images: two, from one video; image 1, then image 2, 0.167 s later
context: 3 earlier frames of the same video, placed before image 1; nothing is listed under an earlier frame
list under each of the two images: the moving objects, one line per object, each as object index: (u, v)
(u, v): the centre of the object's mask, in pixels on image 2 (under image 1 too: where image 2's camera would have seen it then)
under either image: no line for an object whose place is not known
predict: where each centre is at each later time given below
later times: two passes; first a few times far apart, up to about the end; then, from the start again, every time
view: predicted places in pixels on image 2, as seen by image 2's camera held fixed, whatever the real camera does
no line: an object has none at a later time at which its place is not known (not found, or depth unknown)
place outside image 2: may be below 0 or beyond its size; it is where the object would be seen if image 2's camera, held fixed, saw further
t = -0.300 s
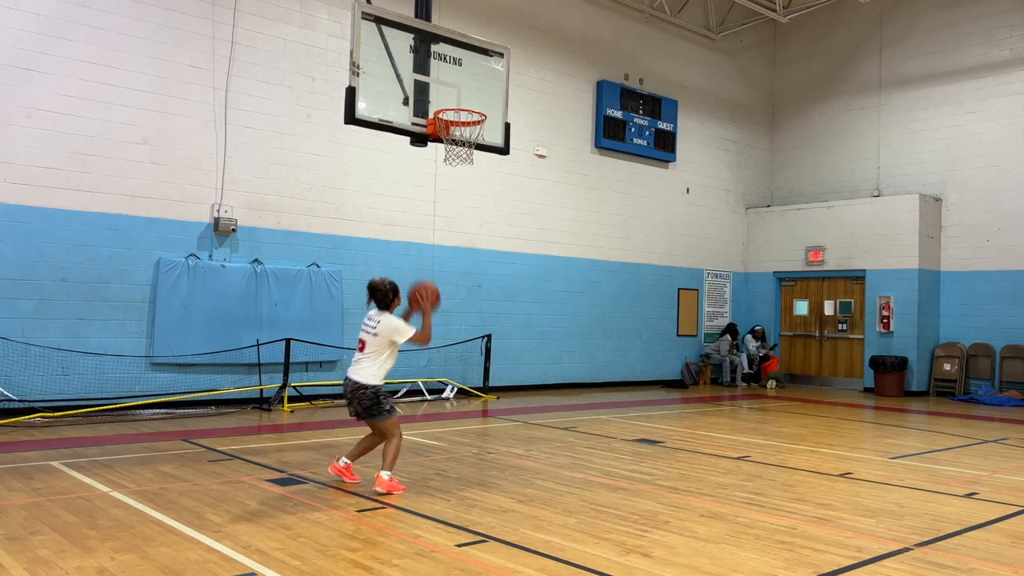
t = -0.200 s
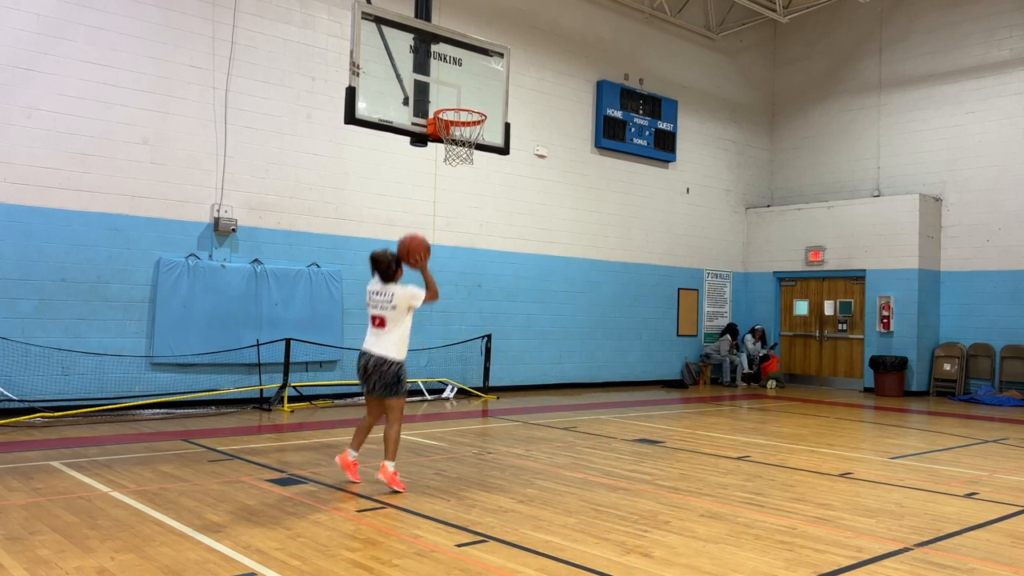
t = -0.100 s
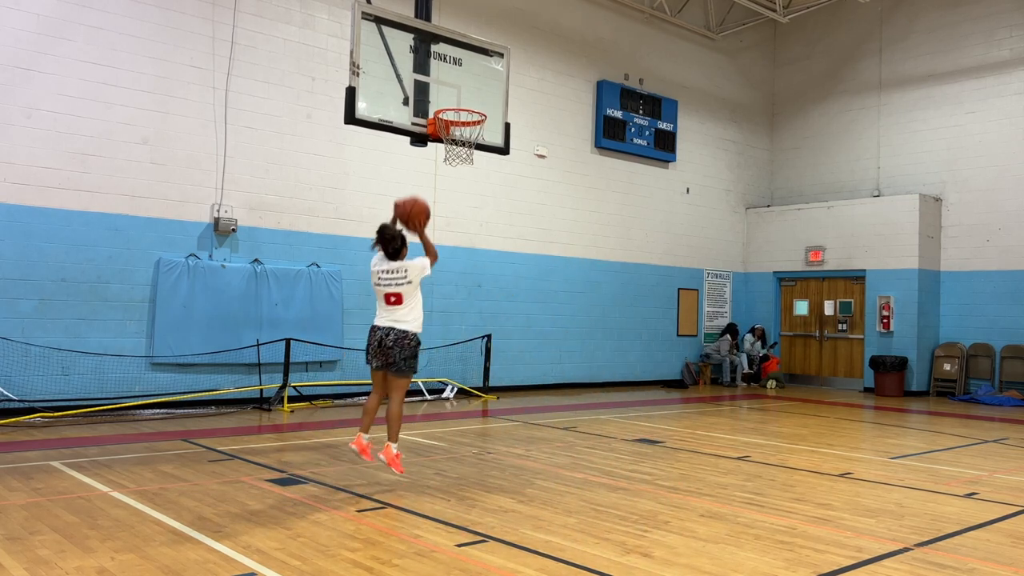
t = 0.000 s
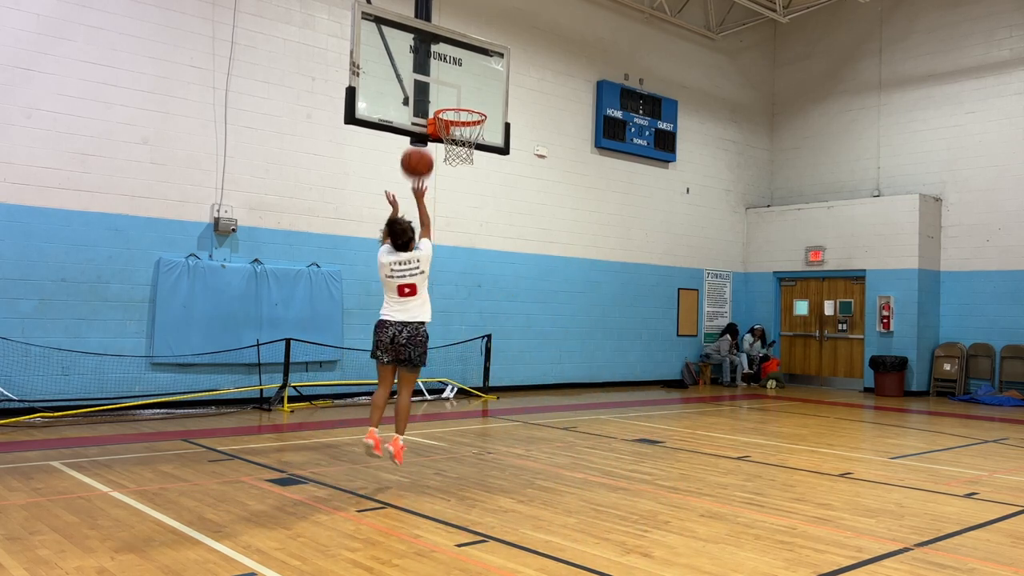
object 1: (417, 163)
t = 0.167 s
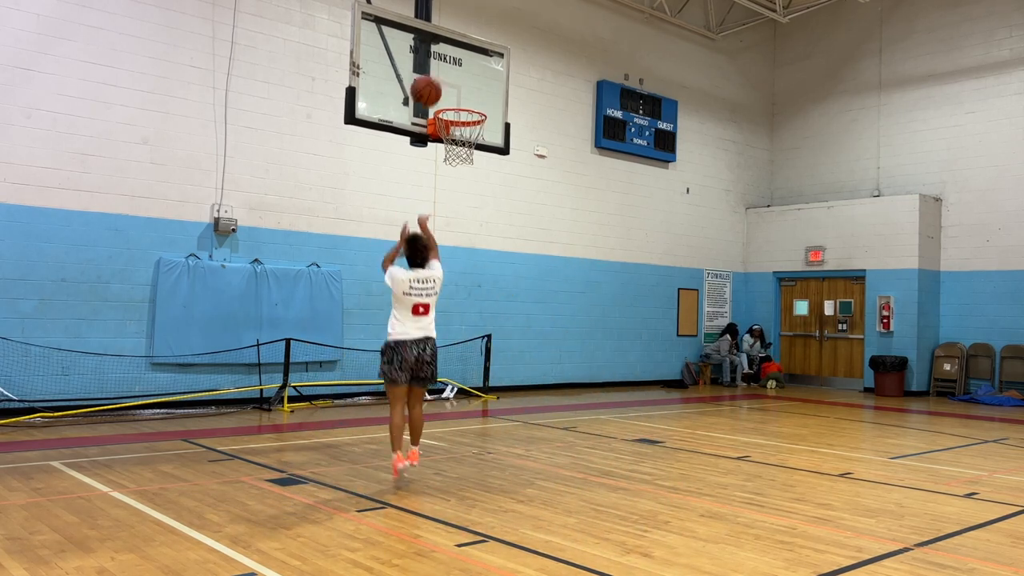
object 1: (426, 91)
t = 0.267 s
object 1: (430, 68)
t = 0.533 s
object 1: (438, 70)
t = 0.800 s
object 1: (444, 91)
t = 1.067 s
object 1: (459, 100)
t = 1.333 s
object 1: (477, 100)
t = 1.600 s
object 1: (478, 103)
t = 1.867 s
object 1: (460, 124)
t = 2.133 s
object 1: (444, 165)
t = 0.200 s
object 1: (427, 82)
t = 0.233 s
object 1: (429, 74)
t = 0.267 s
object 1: (430, 68)
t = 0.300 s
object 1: (431, 64)
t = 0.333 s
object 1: (433, 61)
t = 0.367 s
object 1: (434, 59)
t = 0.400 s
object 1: (435, 59)
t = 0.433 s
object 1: (435, 60)
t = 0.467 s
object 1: (436, 61)
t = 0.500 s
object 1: (437, 65)
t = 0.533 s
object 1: (438, 70)
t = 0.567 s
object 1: (439, 75)
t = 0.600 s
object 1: (440, 81)
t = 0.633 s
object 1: (440, 89)
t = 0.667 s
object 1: (441, 97)
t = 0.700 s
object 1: (442, 94)
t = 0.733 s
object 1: (442, 92)
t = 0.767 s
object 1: (444, 91)
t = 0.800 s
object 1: (444, 91)
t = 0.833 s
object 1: (445, 92)
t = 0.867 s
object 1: (445, 94)
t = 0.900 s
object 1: (446, 97)
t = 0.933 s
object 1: (447, 101)
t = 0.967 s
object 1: (448, 106)
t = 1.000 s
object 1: (451, 103)
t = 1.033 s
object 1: (455, 102)
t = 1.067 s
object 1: (459, 100)
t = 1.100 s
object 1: (462, 101)
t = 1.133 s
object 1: (465, 102)
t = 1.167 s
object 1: (469, 104)
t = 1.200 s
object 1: (472, 107)
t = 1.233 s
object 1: (474, 104)
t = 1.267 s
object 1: (475, 101)
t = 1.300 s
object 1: (476, 100)
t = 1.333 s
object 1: (477, 100)
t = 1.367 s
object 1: (478, 101)
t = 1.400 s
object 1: (480, 103)
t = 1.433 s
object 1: (480, 105)
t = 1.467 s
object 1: (480, 102)
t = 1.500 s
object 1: (480, 102)
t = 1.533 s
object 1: (479, 102)
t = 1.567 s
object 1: (479, 103)
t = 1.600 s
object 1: (478, 103)
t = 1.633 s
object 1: (476, 103)
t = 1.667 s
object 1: (474, 104)
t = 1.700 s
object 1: (472, 106)
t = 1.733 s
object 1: (470, 107)
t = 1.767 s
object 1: (468, 110)
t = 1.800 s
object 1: (465, 113)
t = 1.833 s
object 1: (462, 118)
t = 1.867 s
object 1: (460, 124)
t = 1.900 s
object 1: (458, 130)
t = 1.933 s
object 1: (455, 134)
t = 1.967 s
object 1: (453, 139)
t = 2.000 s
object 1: (451, 143)
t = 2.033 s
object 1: (449, 155)
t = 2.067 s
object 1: (447, 157)
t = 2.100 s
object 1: (446, 159)
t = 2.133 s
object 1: (444, 165)
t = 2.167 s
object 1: (443, 173)
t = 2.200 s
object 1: (441, 181)
